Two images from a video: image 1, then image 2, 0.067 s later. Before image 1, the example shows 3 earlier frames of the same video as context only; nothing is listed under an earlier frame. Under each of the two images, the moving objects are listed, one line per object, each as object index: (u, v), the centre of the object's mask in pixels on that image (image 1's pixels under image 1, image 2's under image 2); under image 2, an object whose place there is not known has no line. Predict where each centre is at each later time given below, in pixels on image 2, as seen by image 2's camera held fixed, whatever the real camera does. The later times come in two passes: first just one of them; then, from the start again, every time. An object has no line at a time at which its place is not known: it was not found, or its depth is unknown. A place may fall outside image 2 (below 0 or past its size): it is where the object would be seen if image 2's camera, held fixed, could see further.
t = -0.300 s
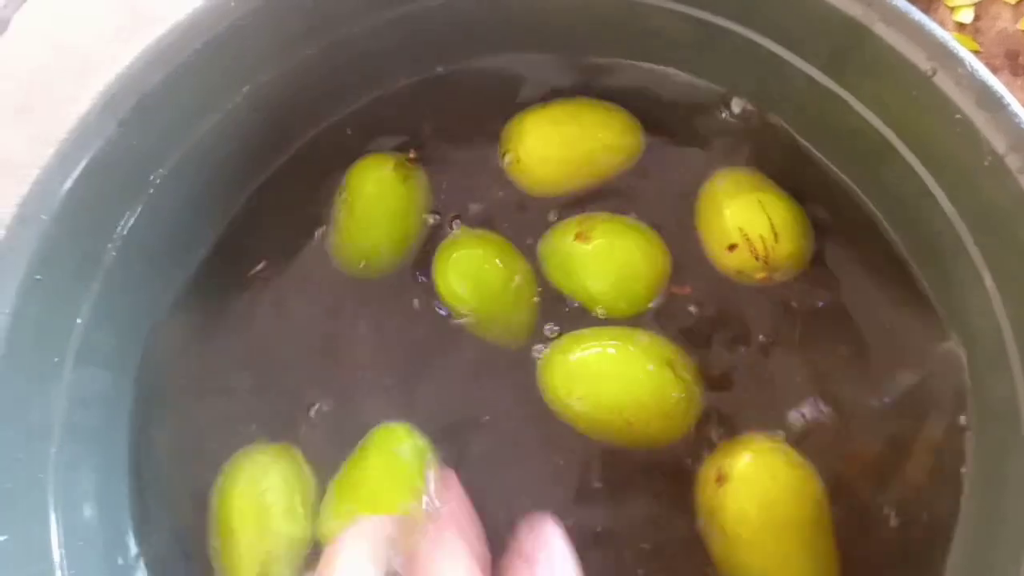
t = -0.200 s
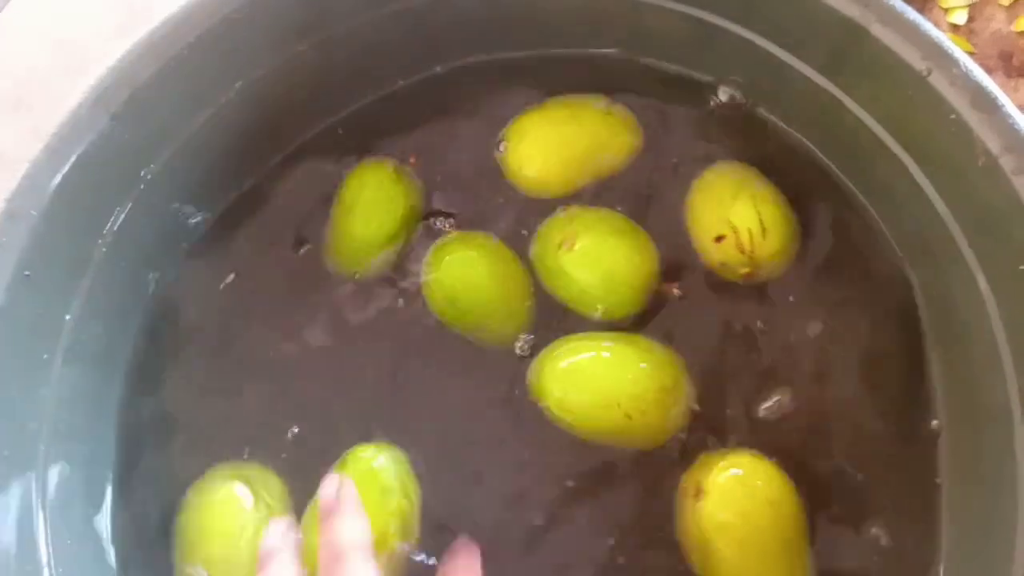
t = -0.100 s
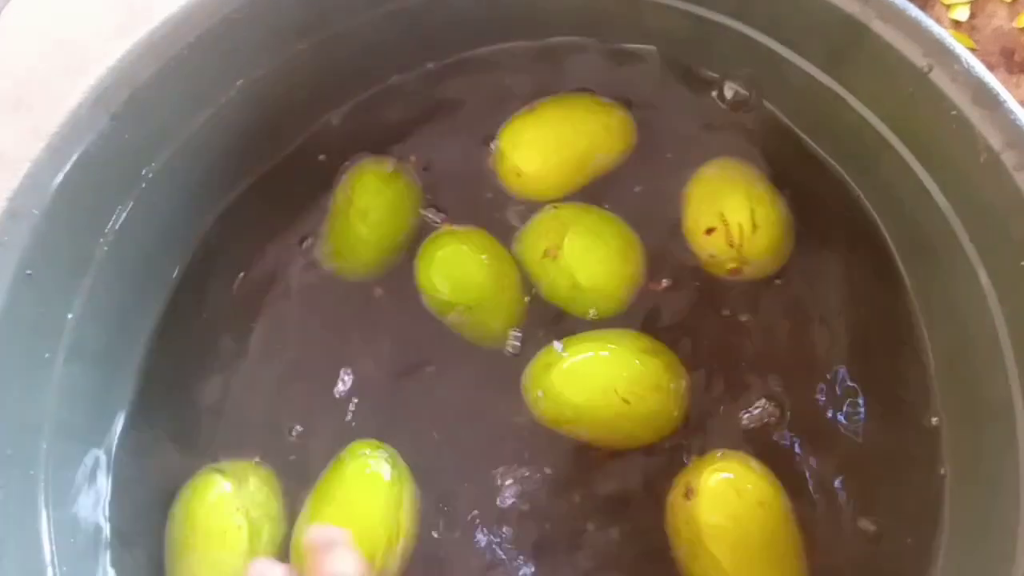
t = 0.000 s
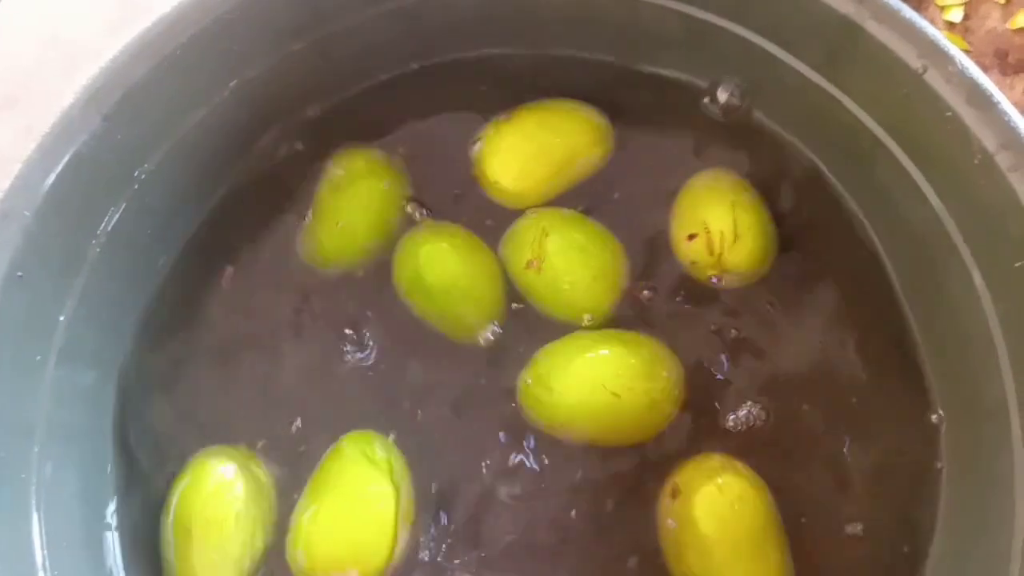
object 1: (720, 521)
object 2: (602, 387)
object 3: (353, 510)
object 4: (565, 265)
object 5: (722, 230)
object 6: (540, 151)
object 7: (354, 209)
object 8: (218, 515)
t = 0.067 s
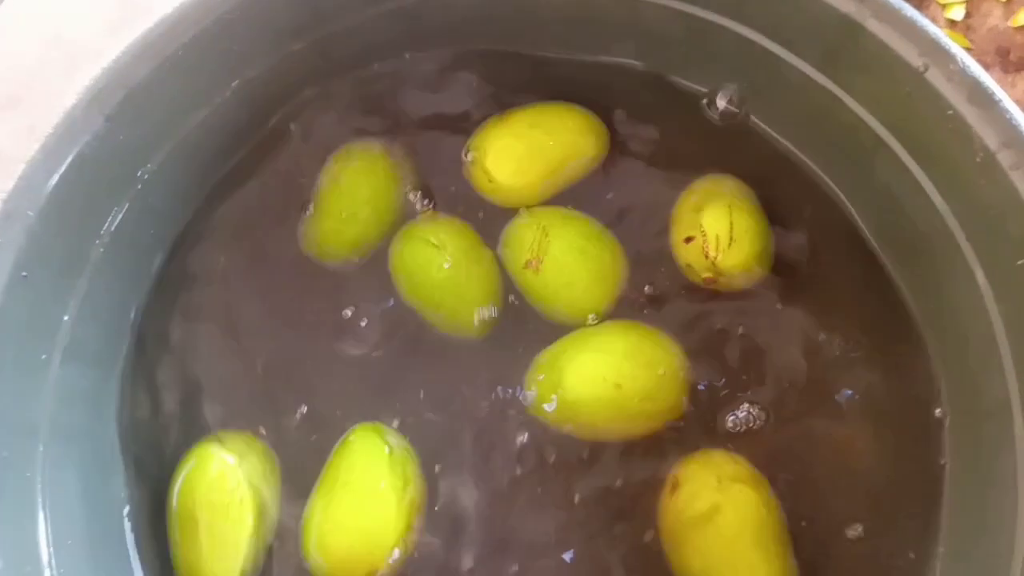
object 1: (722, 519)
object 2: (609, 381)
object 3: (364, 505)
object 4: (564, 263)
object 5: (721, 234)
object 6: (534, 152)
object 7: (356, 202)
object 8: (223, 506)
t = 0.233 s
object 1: (733, 519)
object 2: (628, 374)
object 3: (374, 514)
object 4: (575, 256)
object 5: (727, 233)
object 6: (541, 145)
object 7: (362, 197)
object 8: (223, 505)
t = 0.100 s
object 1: (724, 519)
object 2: (611, 380)
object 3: (367, 505)
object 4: (564, 262)
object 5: (721, 237)
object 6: (532, 153)
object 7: (355, 199)
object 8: (221, 504)
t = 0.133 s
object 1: (727, 518)
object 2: (614, 380)
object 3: (370, 505)
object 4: (566, 261)
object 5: (722, 239)
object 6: (532, 152)
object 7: (356, 198)
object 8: (221, 503)
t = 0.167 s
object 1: (730, 519)
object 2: (619, 378)
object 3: (370, 508)
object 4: (566, 260)
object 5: (722, 239)
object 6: (533, 150)
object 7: (356, 199)
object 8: (222, 503)
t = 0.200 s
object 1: (732, 520)
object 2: (624, 375)
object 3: (373, 510)
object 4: (570, 257)
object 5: (724, 236)
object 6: (536, 147)
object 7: (358, 198)
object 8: (222, 503)
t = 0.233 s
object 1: (733, 519)
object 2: (628, 374)
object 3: (374, 514)
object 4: (575, 256)
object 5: (727, 233)
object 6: (541, 145)
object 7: (362, 197)
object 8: (223, 505)
